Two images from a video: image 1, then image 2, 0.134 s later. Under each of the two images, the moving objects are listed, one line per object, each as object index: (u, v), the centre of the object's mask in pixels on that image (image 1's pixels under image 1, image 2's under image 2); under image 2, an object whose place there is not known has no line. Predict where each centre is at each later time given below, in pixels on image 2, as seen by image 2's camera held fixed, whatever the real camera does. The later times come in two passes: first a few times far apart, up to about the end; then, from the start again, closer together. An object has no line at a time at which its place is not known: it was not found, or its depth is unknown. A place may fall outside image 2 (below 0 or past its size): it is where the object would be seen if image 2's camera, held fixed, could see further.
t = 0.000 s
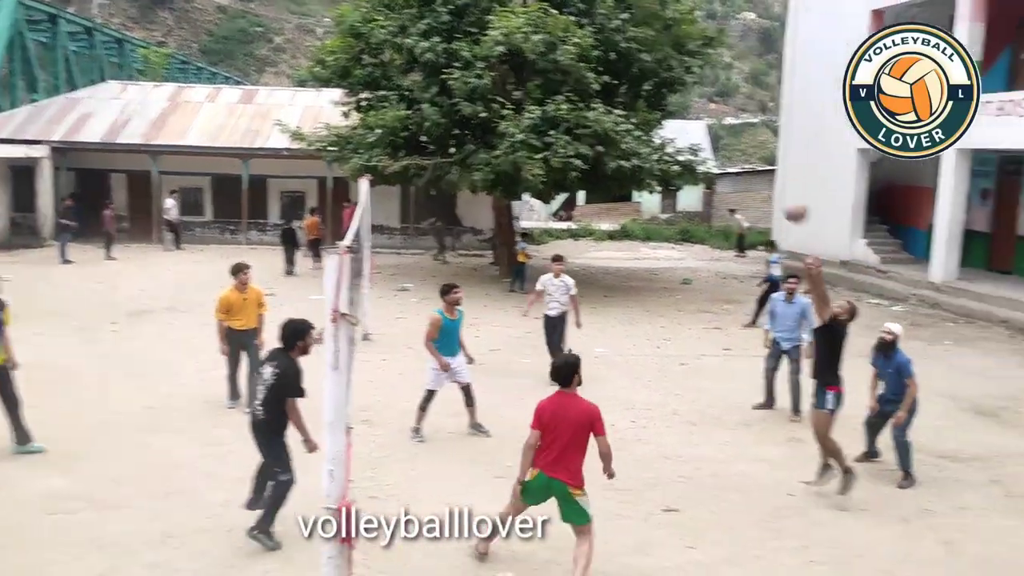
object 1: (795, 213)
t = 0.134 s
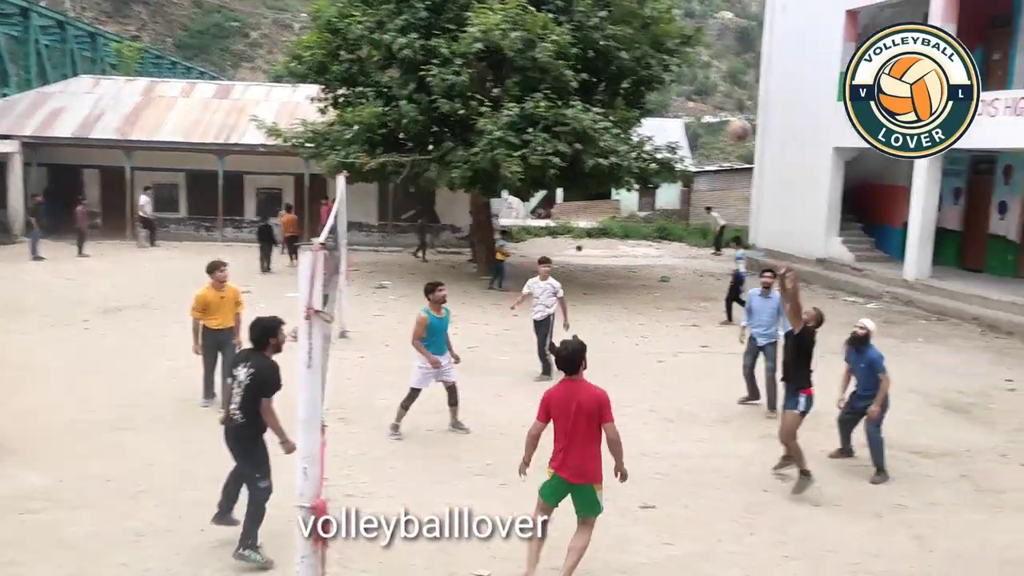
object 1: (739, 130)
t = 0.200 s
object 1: (721, 98)
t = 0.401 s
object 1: (672, 33)
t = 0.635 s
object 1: (613, 18)
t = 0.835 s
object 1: (562, 49)
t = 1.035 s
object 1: (512, 121)
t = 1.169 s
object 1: (480, 190)
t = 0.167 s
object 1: (730, 113)
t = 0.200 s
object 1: (721, 98)
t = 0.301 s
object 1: (697, 59)
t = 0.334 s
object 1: (688, 49)
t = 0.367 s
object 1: (680, 41)
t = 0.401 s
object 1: (672, 33)
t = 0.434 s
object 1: (664, 27)
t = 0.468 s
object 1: (655, 21)
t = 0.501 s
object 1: (647, 17)
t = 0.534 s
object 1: (638, 17)
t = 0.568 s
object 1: (630, 17)
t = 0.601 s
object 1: (621, 17)
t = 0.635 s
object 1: (613, 18)
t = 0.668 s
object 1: (604, 20)
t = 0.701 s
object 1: (596, 23)
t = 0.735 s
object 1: (587, 27)
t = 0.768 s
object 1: (579, 33)
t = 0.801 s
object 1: (570, 41)
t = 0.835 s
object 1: (562, 49)
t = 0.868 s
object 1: (553, 58)
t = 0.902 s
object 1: (545, 69)
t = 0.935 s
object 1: (536, 80)
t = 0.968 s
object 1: (528, 92)
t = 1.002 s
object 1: (520, 107)
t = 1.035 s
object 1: (512, 121)
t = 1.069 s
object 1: (504, 136)
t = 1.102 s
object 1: (496, 154)
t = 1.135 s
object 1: (487, 172)
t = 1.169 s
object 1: (480, 190)
